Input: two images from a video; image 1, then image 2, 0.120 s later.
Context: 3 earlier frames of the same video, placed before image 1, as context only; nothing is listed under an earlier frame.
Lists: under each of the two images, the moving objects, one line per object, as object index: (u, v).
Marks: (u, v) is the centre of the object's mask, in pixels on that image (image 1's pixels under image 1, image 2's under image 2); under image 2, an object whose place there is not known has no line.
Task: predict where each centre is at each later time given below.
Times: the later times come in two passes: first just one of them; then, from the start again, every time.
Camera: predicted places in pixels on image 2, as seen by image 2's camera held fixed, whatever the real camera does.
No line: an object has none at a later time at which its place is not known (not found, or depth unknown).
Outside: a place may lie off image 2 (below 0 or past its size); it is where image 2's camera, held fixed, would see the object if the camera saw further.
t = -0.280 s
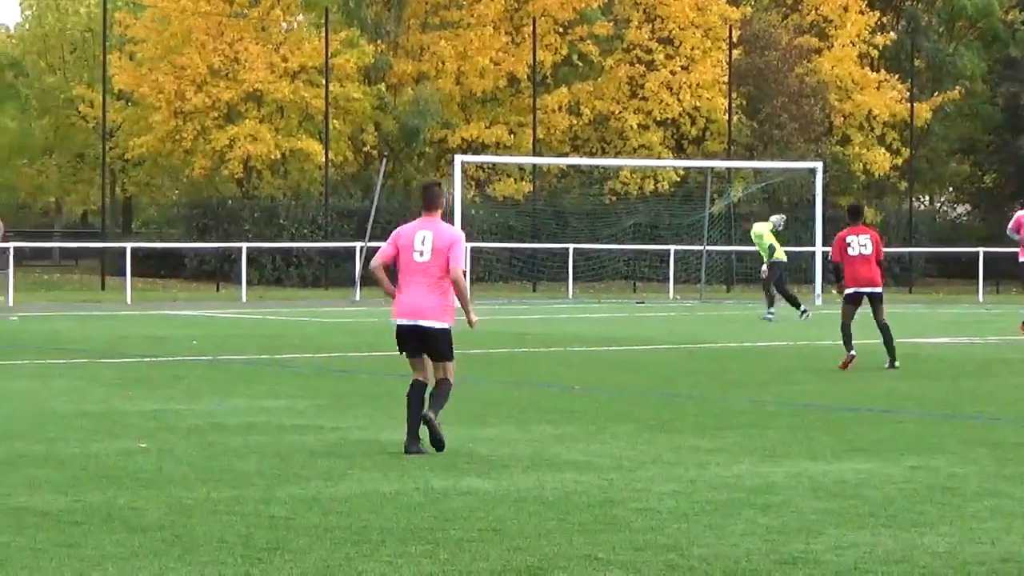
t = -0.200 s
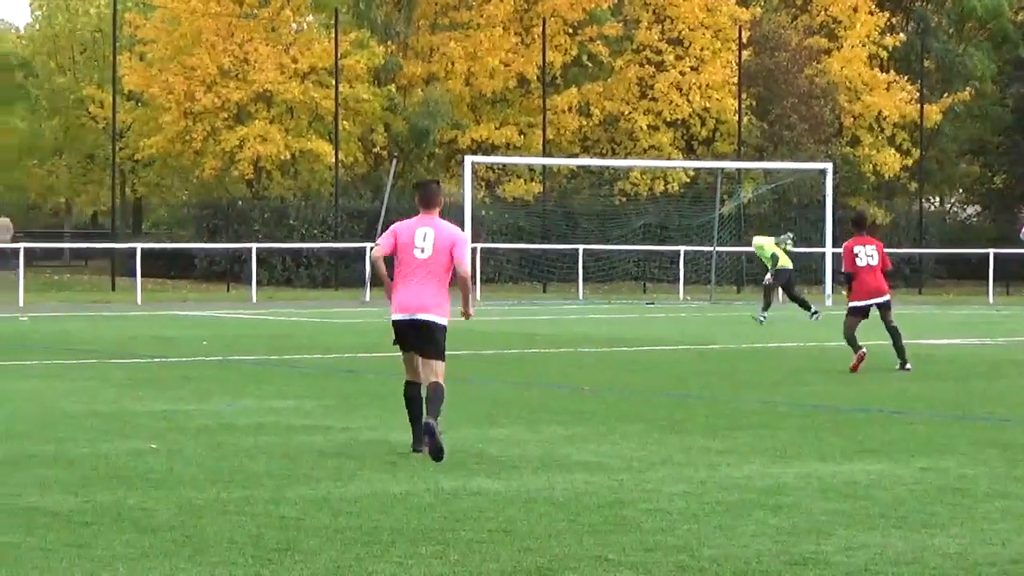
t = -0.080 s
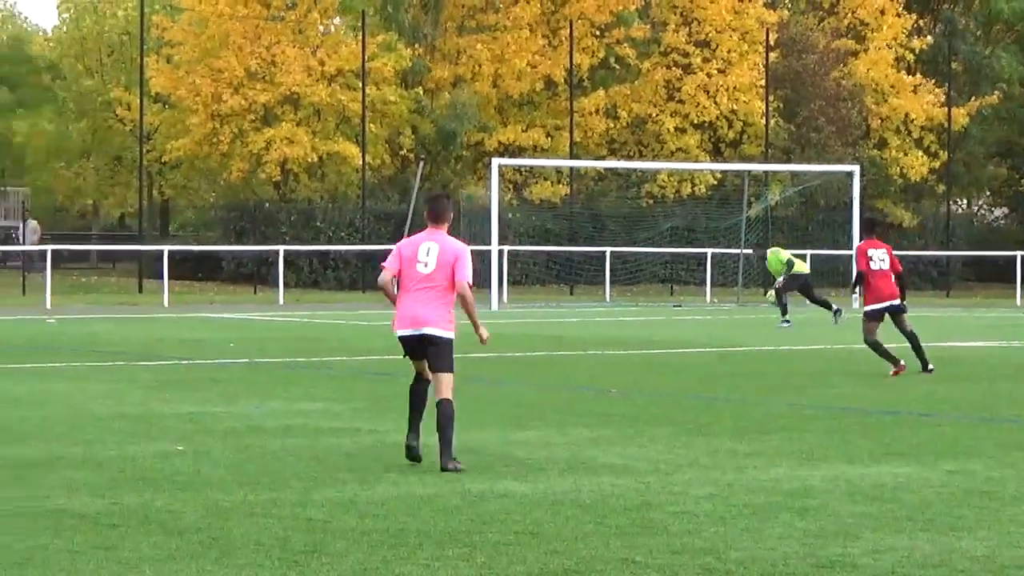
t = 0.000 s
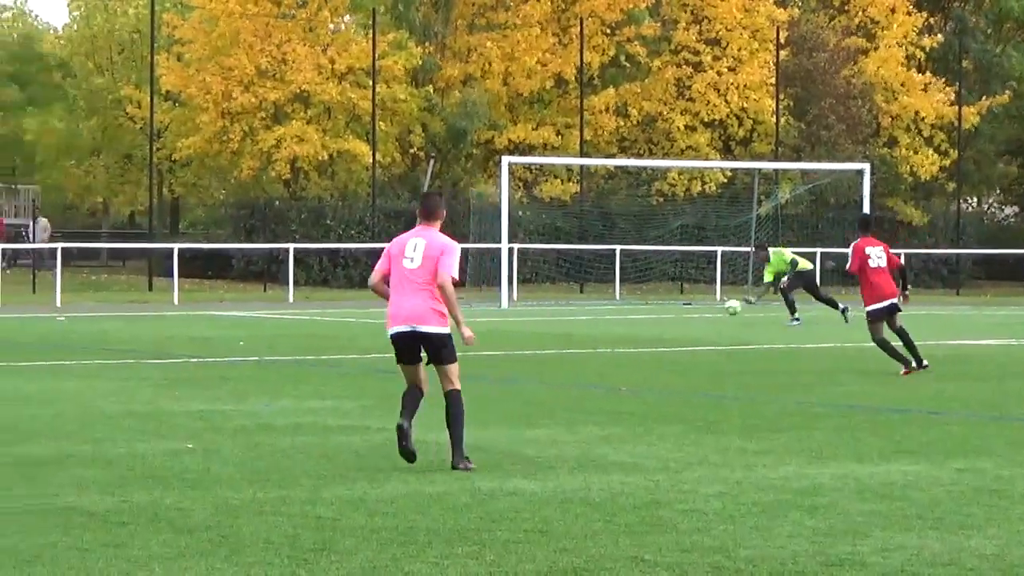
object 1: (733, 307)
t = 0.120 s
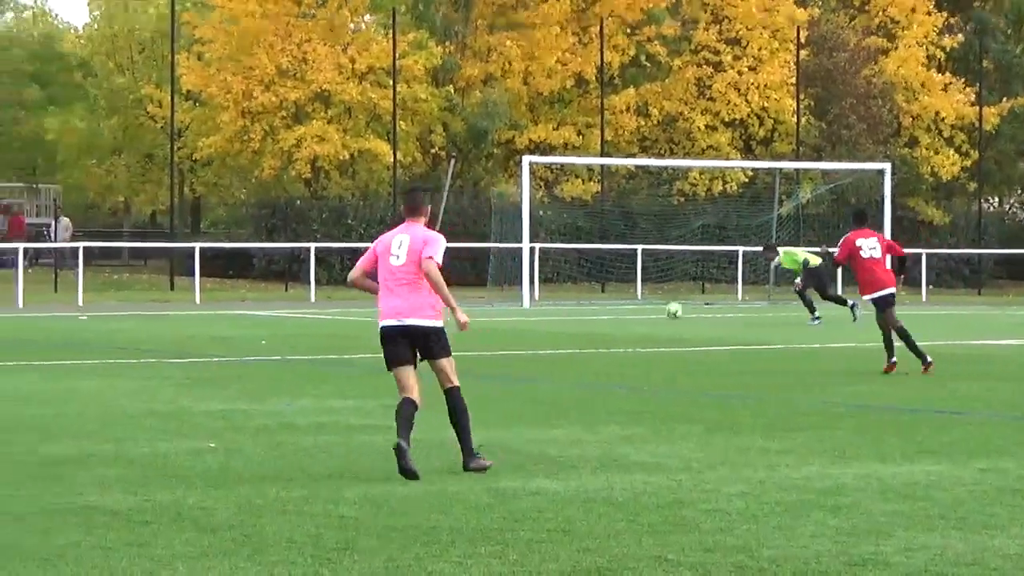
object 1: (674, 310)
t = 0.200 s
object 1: (624, 320)
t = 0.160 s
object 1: (650, 314)
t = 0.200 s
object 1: (624, 320)
